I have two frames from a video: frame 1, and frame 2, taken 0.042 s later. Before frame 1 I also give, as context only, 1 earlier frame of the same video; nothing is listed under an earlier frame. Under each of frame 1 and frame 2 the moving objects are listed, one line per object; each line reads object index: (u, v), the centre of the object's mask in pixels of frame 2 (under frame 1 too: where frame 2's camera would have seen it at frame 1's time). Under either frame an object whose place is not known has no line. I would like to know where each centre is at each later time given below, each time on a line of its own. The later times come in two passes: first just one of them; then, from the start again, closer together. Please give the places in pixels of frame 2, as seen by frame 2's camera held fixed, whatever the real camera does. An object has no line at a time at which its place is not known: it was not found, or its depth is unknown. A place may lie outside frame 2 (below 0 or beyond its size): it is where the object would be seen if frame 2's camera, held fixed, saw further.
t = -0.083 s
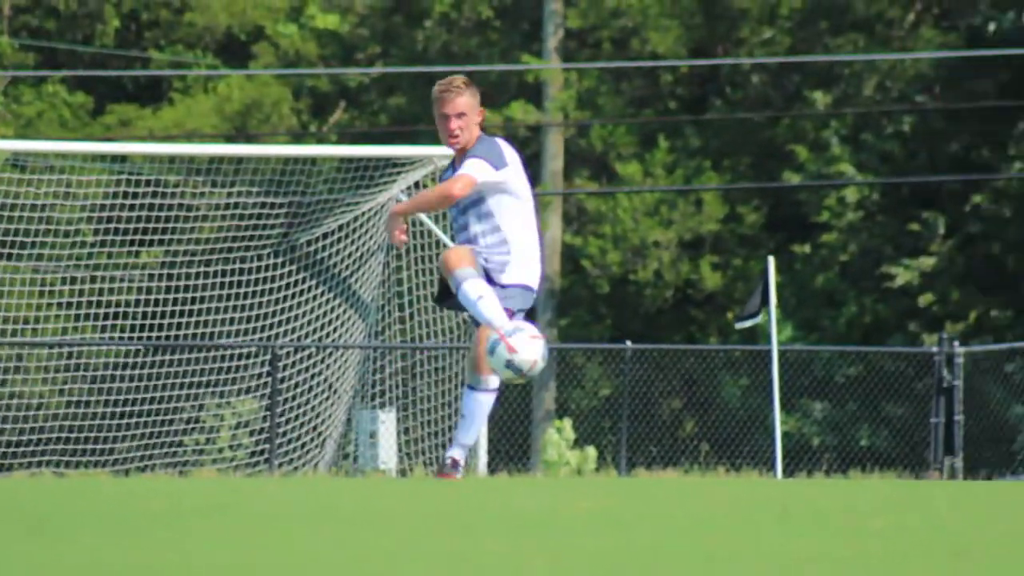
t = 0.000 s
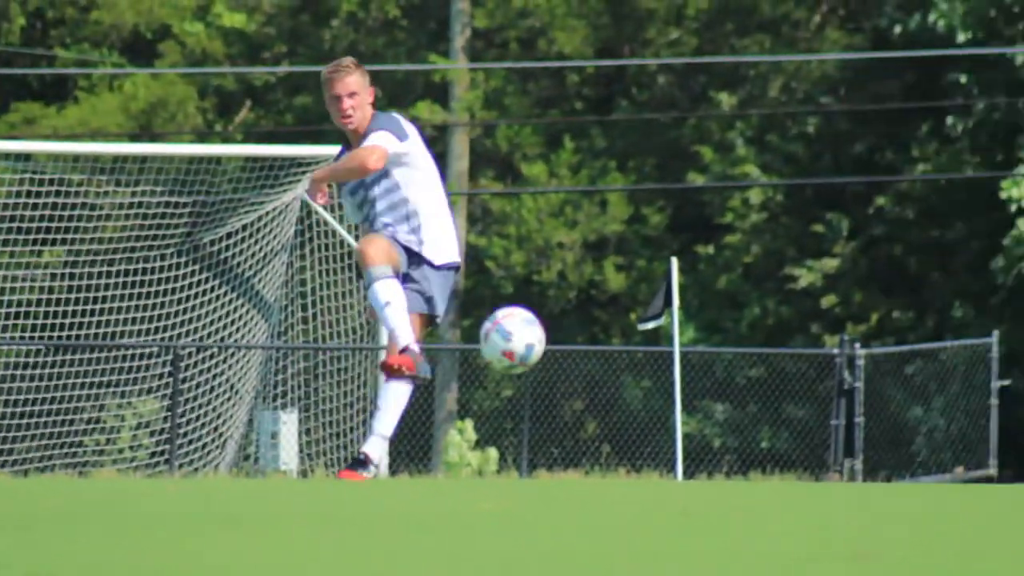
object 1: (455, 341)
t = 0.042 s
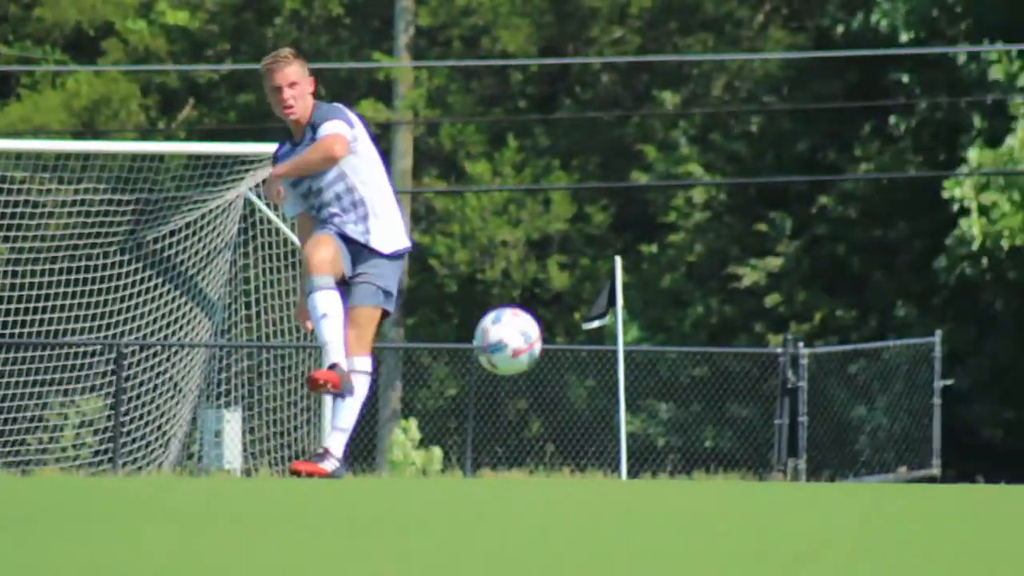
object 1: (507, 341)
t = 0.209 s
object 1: (748, 421)
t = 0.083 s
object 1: (559, 349)
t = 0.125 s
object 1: (618, 365)
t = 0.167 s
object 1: (681, 389)
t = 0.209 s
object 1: (748, 421)
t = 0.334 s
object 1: (959, 443)
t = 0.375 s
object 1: (1032, 422)
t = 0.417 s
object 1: (1109, 409)
